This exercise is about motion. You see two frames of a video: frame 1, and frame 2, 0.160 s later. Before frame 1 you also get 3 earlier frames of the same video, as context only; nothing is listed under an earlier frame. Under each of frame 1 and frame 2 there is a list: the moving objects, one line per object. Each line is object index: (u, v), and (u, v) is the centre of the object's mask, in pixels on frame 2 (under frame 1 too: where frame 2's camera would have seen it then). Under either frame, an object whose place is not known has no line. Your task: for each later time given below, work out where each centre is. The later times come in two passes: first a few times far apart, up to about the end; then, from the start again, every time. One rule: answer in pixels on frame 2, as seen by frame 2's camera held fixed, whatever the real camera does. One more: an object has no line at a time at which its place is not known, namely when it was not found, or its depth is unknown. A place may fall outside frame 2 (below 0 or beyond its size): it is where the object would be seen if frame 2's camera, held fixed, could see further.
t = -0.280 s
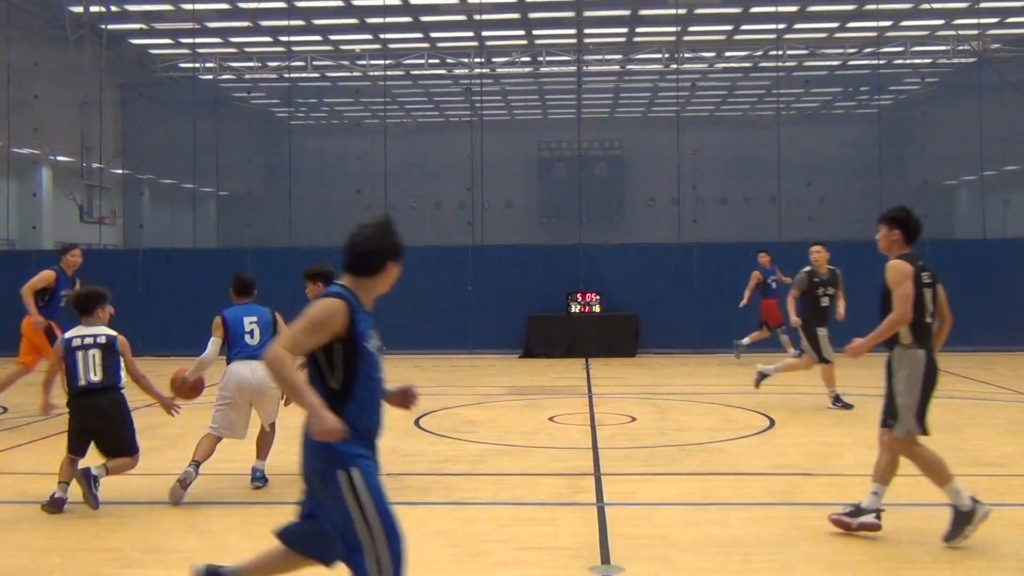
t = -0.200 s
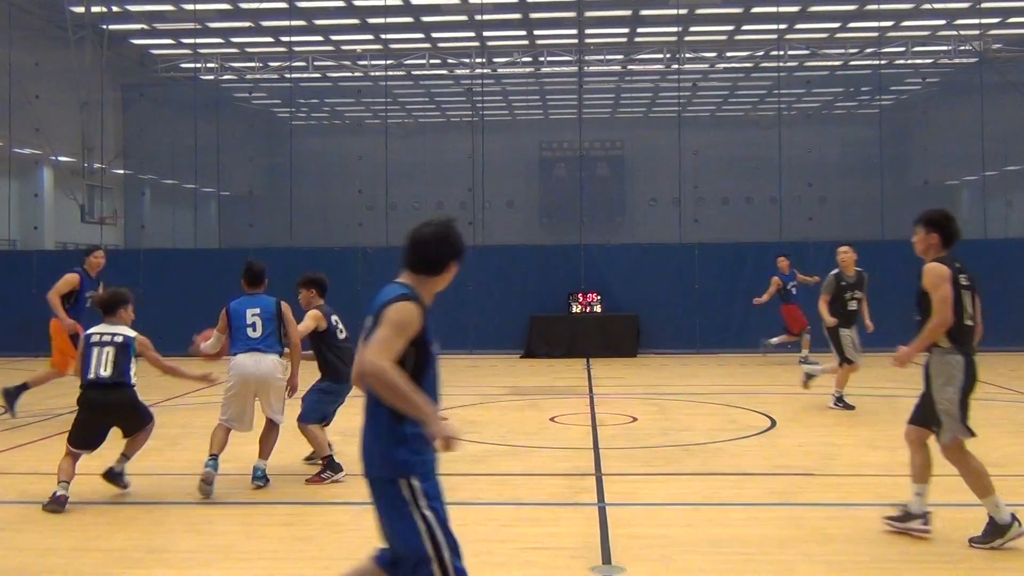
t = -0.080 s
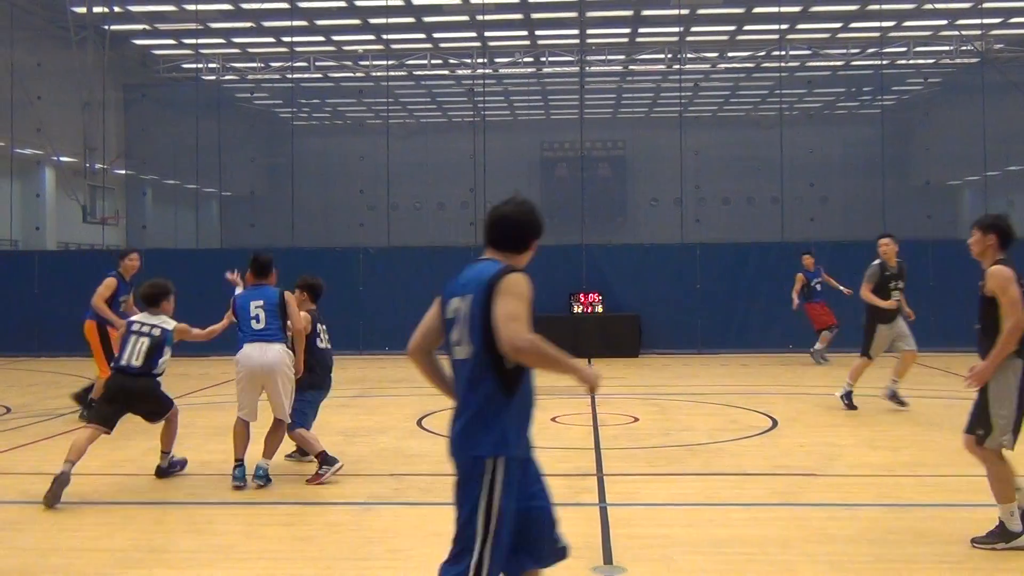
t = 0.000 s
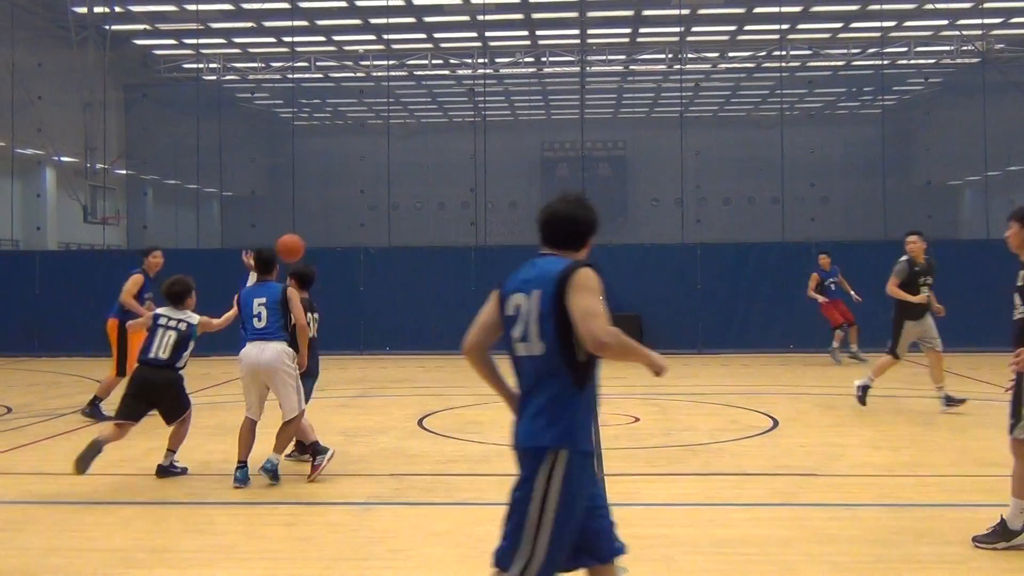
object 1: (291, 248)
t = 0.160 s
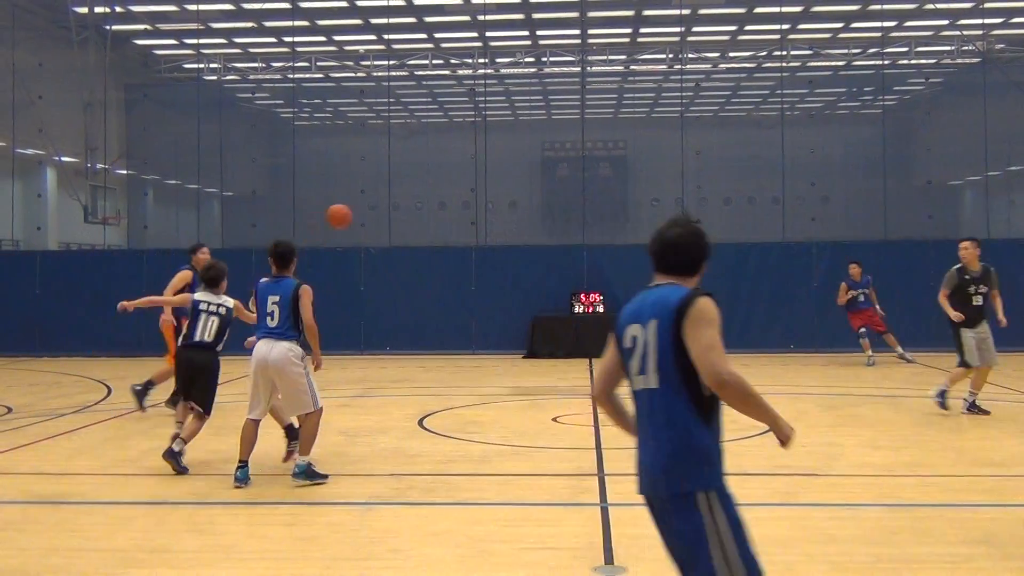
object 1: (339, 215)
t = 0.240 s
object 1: (359, 211)
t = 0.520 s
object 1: (418, 241)
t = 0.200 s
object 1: (349, 212)
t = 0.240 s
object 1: (359, 211)
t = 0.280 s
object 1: (368, 211)
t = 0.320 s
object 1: (378, 212)
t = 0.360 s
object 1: (386, 216)
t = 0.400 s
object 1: (395, 220)
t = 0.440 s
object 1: (403, 226)
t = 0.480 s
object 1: (411, 232)
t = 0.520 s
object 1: (418, 241)
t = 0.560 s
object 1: (425, 249)
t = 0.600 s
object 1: (432, 259)
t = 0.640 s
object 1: (438, 270)
